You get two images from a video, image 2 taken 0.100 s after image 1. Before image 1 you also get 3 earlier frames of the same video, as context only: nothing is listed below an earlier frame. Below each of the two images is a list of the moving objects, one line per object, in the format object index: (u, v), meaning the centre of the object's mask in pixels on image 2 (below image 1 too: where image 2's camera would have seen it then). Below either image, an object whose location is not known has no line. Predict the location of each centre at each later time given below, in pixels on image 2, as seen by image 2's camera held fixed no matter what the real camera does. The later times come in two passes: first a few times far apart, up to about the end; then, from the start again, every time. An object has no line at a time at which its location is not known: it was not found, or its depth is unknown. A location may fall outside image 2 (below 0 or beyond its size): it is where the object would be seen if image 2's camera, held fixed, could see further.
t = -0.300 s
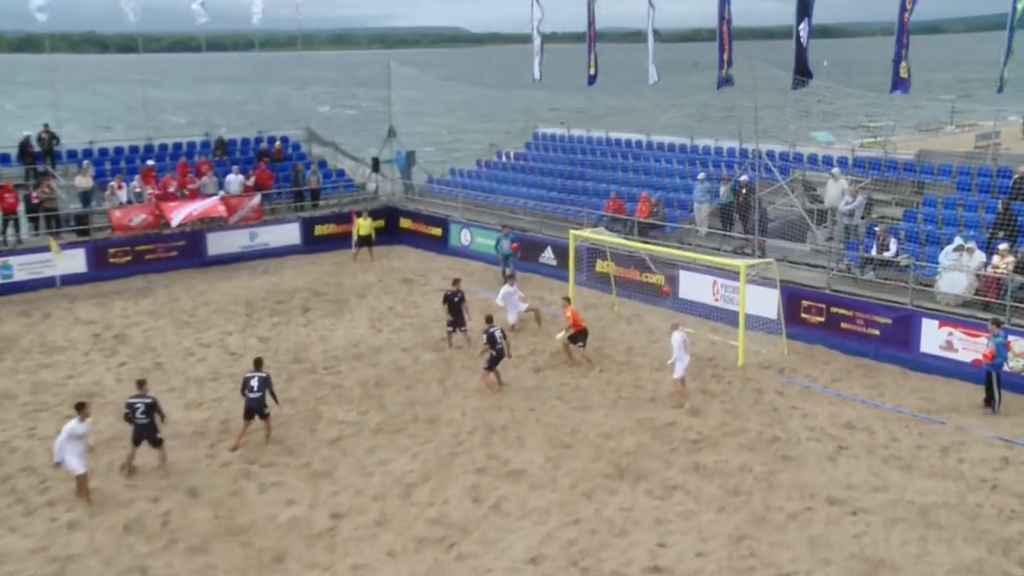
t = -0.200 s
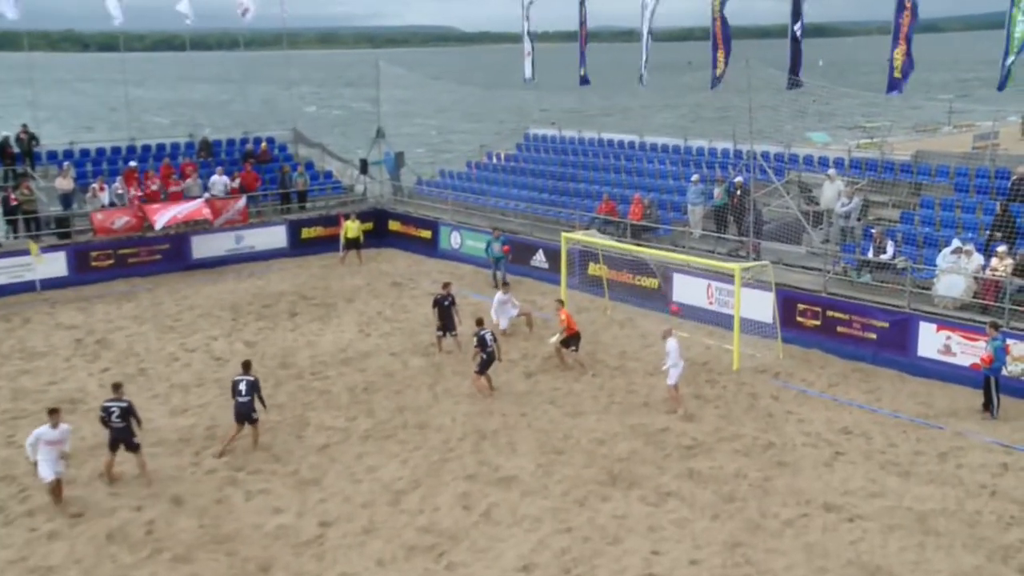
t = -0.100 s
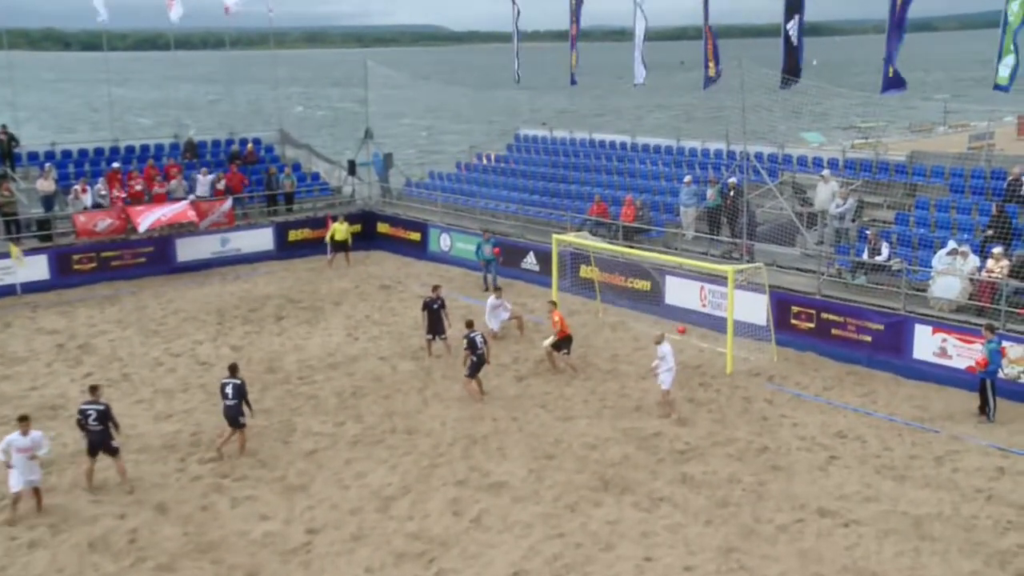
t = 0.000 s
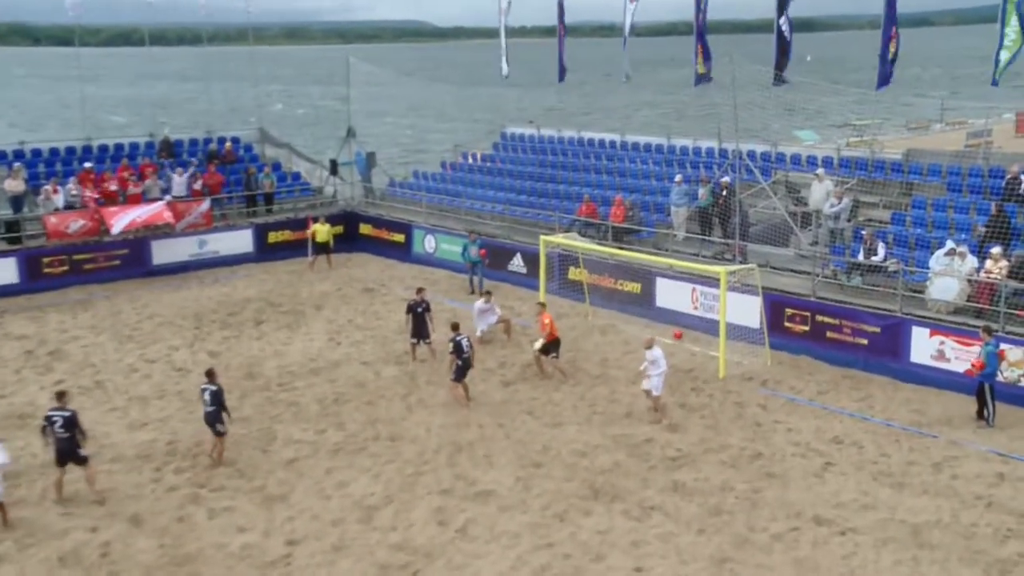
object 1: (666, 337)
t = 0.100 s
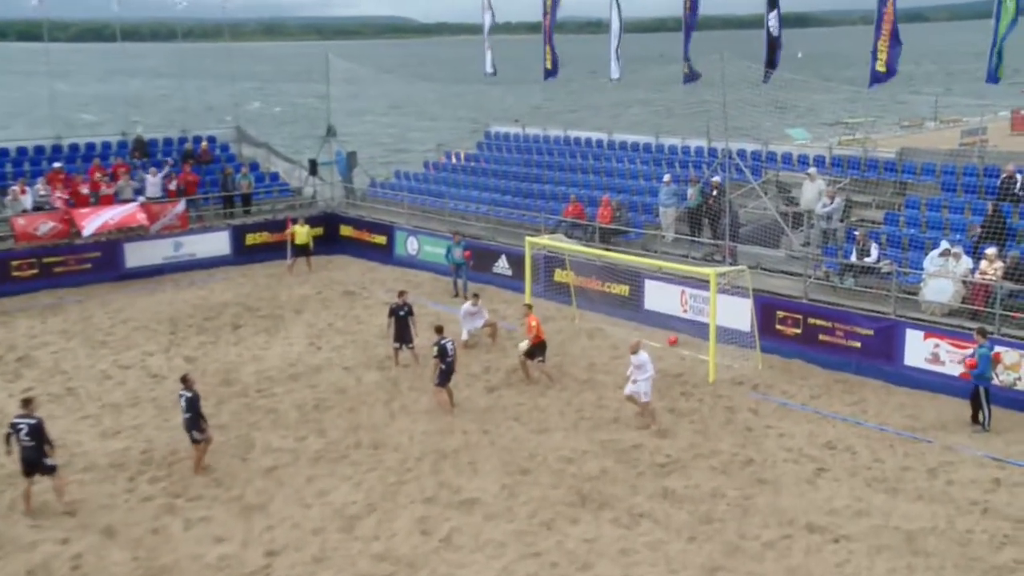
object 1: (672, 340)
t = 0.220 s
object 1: (679, 345)
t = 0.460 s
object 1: (689, 352)
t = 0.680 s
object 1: (693, 357)
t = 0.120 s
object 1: (673, 342)
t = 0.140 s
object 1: (674, 343)
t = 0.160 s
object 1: (675, 344)
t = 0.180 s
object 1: (677, 344)
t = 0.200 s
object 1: (678, 344)
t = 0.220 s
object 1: (679, 345)
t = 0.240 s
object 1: (679, 345)
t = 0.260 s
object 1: (680, 346)
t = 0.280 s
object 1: (681, 346)
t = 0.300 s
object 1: (682, 347)
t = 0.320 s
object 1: (683, 347)
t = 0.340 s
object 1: (684, 348)
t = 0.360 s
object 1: (686, 350)
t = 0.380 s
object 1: (687, 351)
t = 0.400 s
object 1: (687, 351)
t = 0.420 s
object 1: (688, 351)
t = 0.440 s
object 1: (689, 352)
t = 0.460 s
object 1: (689, 352)
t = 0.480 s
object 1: (689, 352)
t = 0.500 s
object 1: (690, 352)
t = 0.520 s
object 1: (690, 352)
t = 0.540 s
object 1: (691, 352)
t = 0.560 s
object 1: (691, 353)
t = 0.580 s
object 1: (691, 354)
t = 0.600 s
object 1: (692, 354)
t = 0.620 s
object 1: (692, 355)
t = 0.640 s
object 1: (693, 355)
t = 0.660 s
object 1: (693, 356)
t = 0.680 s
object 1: (693, 357)
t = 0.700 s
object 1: (694, 357)
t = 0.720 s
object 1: (694, 357)
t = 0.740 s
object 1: (695, 358)
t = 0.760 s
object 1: (695, 358)
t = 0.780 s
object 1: (695, 358)
